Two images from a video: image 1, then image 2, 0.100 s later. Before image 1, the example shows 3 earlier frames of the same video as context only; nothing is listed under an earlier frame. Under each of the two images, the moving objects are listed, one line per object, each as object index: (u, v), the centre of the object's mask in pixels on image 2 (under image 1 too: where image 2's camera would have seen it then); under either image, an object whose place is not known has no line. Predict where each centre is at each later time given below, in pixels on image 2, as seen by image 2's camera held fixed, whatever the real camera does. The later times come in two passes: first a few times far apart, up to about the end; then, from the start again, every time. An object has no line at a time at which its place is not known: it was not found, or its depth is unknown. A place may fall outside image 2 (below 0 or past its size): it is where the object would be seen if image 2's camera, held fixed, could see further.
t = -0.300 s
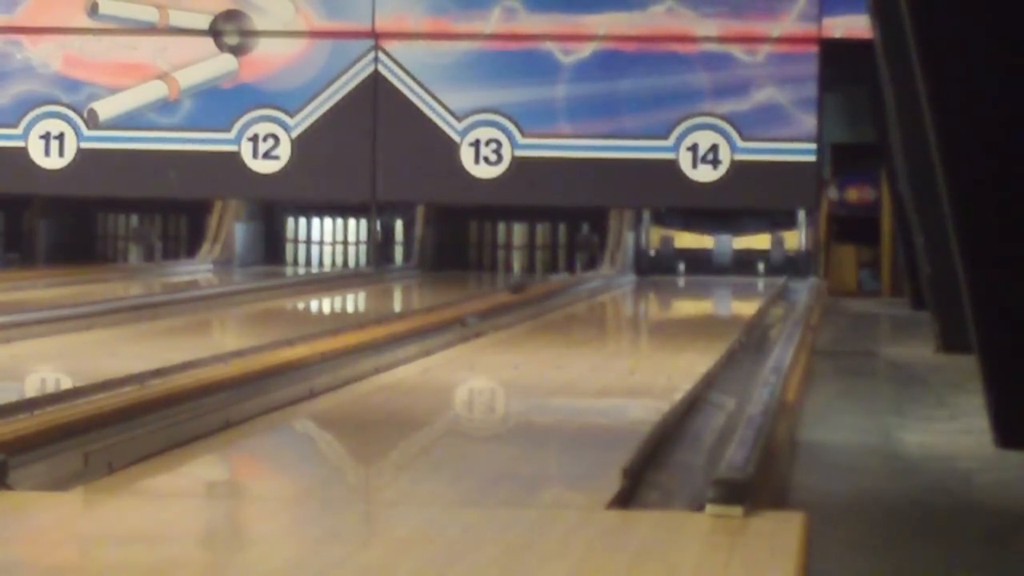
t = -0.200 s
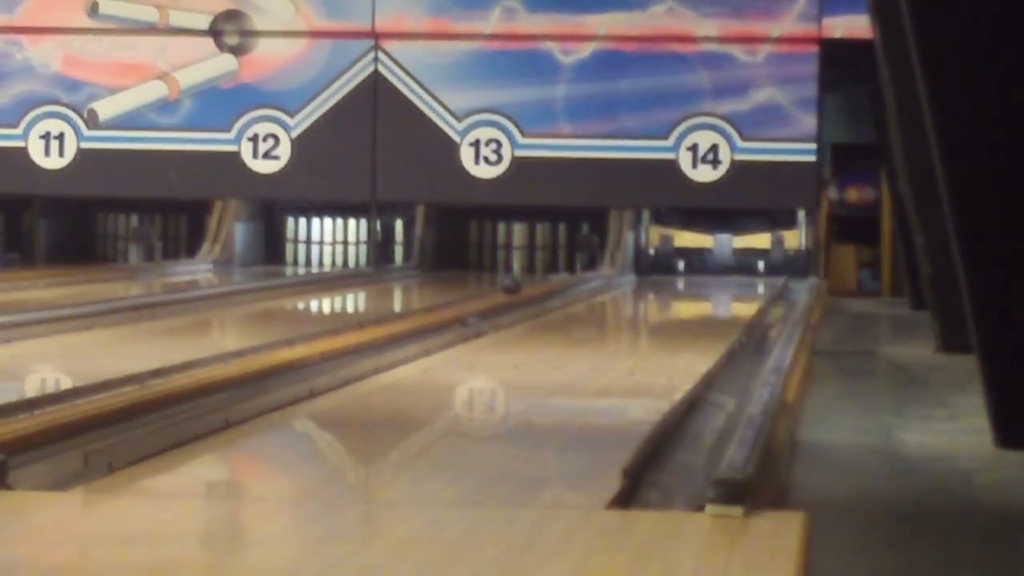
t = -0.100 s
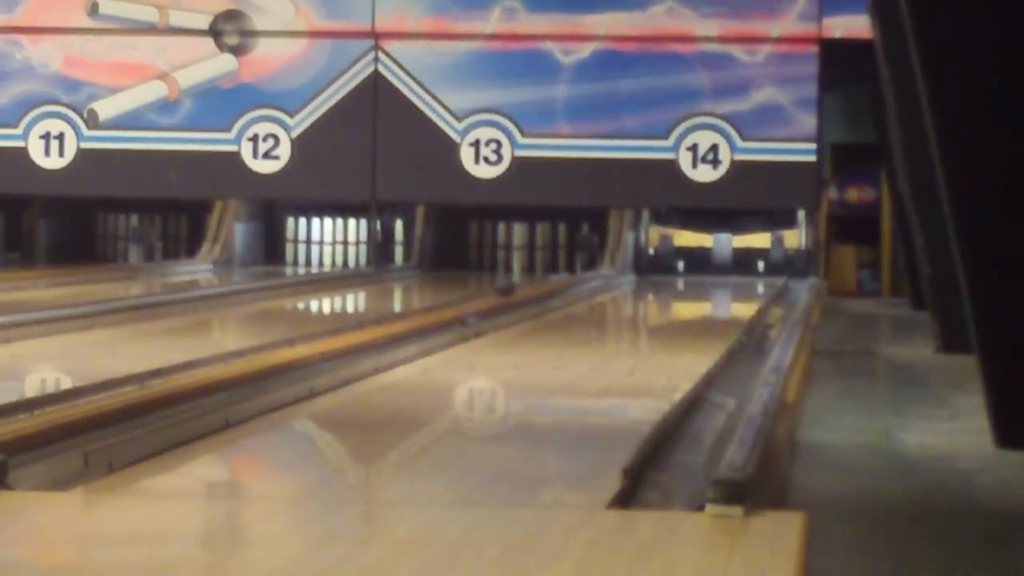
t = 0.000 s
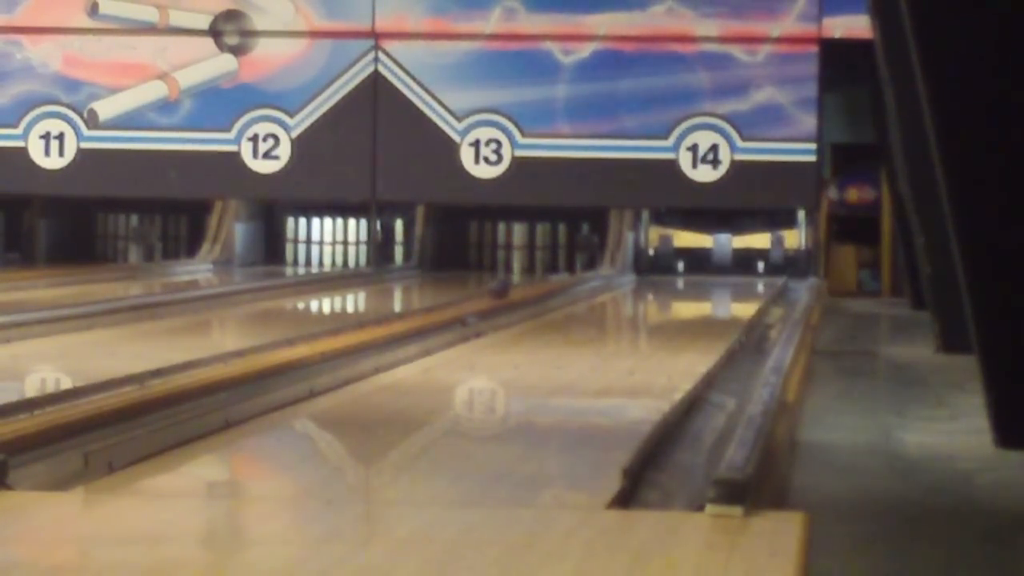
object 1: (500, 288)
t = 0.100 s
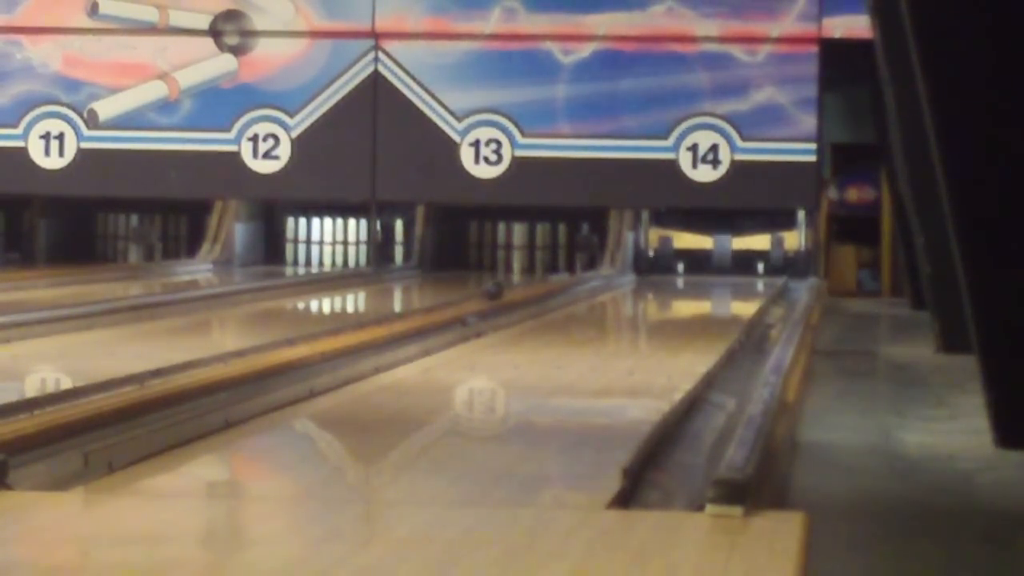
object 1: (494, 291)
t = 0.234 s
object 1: (485, 292)
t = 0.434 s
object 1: (470, 295)
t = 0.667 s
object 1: (453, 301)
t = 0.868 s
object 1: (437, 305)
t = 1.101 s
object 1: (415, 309)
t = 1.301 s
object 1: (396, 313)
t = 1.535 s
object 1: (371, 319)
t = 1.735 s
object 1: (349, 326)
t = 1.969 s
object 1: (318, 333)
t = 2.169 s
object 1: (289, 339)
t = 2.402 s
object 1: (253, 348)
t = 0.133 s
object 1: (491, 292)
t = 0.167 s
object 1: (489, 292)
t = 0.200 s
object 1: (487, 293)
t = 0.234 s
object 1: (485, 292)
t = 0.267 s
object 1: (483, 293)
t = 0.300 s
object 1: (479, 294)
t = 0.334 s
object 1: (478, 295)
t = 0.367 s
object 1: (476, 294)
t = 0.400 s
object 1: (472, 296)
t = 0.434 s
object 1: (470, 295)
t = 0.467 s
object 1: (467, 297)
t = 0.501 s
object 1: (465, 299)
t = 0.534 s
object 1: (462, 300)
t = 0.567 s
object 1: (460, 299)
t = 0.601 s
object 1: (458, 300)
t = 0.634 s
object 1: (455, 300)
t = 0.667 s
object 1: (453, 301)
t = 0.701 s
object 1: (450, 302)
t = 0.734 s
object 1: (448, 302)
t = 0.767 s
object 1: (445, 303)
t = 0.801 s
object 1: (442, 303)
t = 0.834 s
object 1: (439, 304)
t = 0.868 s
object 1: (437, 305)
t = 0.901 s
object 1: (434, 305)
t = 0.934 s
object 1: (430, 306)
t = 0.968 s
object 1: (428, 307)
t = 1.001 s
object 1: (425, 307)
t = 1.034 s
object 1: (421, 308)
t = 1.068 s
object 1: (417, 309)
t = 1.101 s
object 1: (415, 309)
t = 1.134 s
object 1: (411, 309)
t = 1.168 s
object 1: (408, 310)
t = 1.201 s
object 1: (406, 310)
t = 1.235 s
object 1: (402, 311)
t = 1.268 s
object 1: (399, 312)
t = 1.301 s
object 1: (396, 313)
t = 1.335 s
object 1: (393, 314)
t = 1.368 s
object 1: (390, 315)
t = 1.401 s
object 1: (385, 316)
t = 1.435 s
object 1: (382, 316)
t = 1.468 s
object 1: (379, 318)
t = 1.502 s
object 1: (375, 319)
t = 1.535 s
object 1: (371, 319)
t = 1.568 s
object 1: (368, 320)
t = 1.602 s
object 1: (364, 321)
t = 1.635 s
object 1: (361, 322)
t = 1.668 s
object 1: (357, 323)
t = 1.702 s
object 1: (352, 324)
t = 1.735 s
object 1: (349, 326)
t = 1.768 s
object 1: (345, 327)
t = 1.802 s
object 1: (340, 329)
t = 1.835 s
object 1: (335, 330)
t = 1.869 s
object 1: (331, 331)
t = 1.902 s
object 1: (327, 331)
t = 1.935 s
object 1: (323, 332)
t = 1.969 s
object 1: (318, 333)
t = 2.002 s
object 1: (314, 333)
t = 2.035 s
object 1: (309, 335)
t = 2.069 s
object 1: (304, 336)
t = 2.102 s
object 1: (299, 337)
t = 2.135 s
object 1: (294, 337)
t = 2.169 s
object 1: (289, 339)
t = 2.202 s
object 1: (284, 341)
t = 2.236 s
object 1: (279, 342)
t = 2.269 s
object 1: (274, 343)
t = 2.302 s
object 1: (269, 344)
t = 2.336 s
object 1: (264, 346)
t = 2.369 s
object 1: (258, 346)
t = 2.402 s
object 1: (253, 348)
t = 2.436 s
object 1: (247, 349)
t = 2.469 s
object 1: (242, 350)
